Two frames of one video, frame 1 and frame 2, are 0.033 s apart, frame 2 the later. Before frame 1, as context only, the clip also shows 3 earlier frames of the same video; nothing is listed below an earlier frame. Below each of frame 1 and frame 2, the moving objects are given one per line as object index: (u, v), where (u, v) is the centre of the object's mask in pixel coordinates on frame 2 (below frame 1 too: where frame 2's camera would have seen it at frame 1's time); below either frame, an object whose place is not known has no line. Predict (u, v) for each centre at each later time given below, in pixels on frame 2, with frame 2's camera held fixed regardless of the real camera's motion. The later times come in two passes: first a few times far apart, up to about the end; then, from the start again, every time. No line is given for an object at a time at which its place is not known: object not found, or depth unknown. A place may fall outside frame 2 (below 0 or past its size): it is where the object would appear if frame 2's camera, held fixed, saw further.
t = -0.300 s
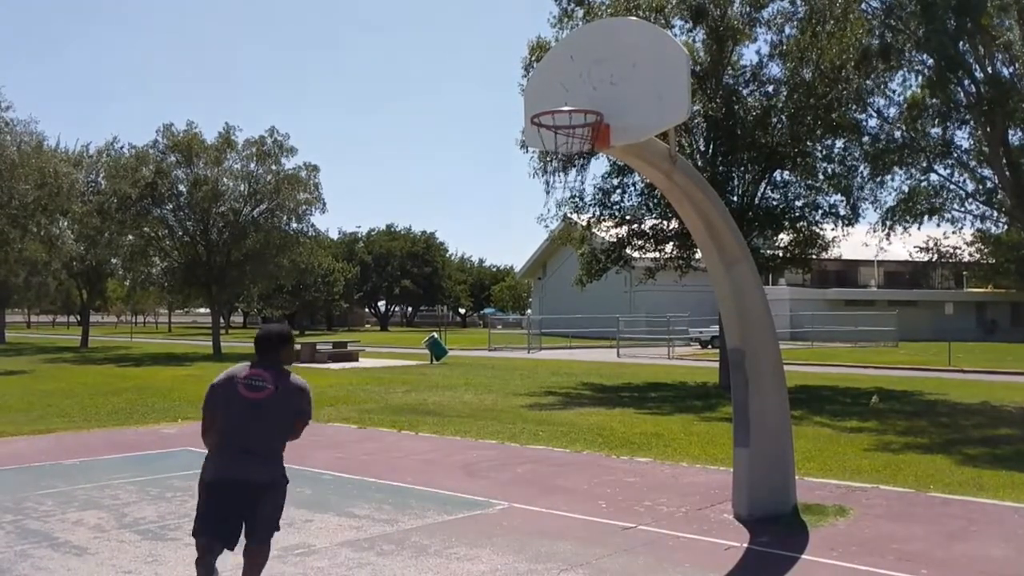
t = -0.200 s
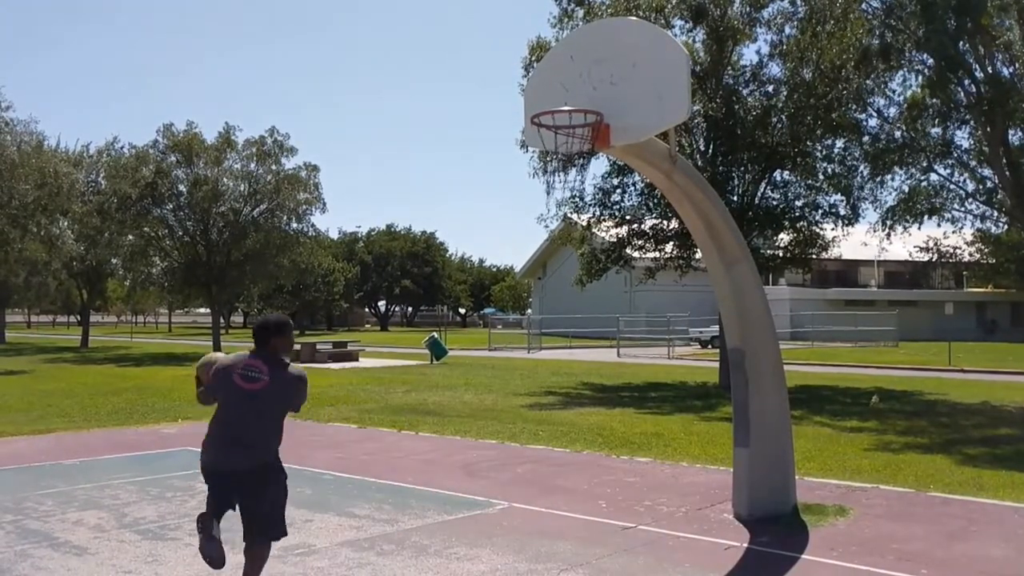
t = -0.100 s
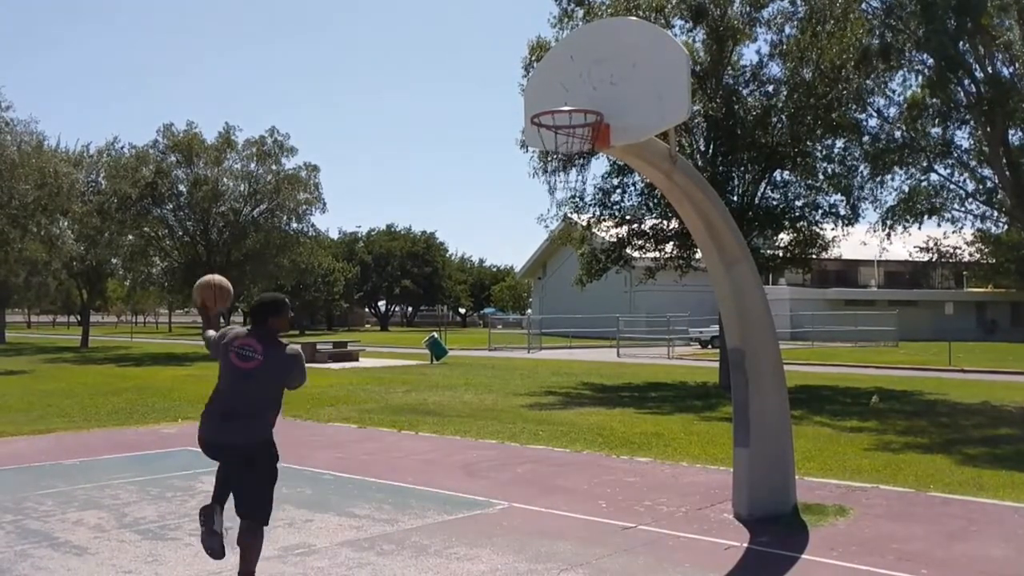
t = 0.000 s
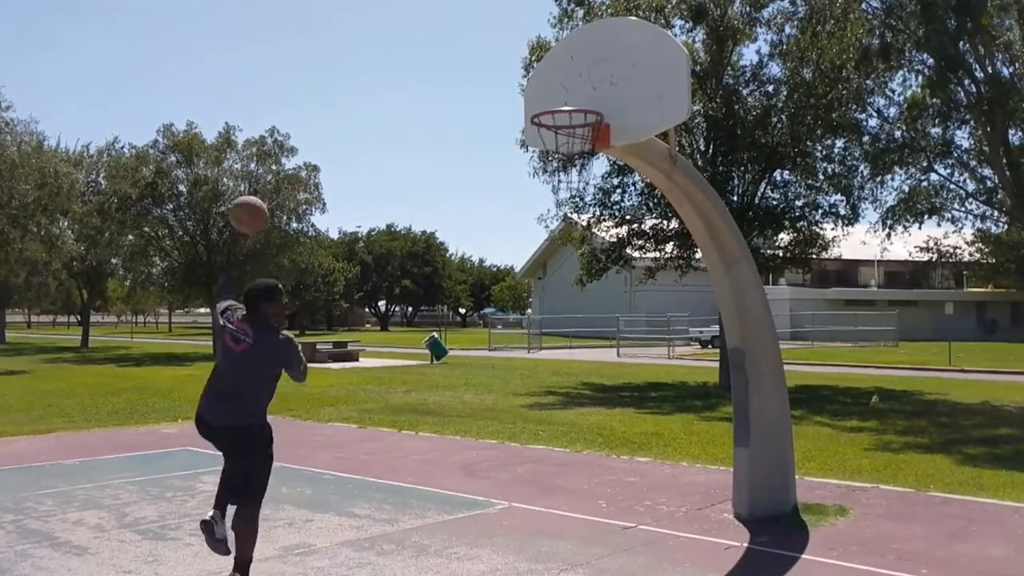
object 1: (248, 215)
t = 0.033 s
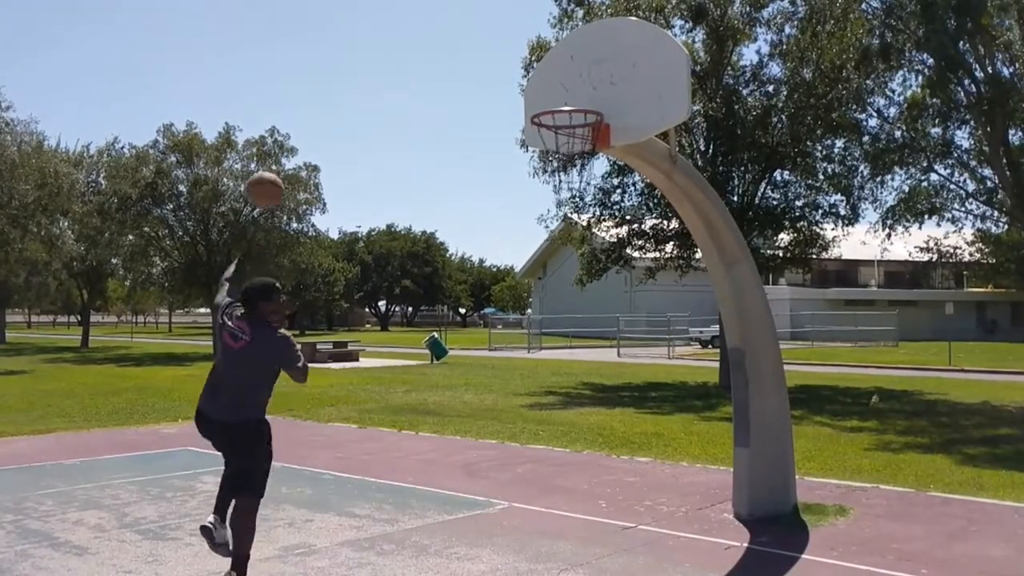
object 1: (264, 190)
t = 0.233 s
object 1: (360, 86)
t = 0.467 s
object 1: (464, 42)
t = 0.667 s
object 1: (548, 65)
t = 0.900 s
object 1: (571, 132)
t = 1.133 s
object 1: (567, 157)
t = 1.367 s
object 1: (571, 209)
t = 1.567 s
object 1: (578, 304)
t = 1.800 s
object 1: (585, 486)
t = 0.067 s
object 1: (281, 168)
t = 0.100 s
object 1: (298, 149)
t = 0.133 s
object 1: (314, 130)
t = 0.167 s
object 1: (329, 114)
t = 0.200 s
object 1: (345, 99)
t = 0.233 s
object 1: (360, 86)
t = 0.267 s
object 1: (375, 75)
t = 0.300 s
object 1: (390, 65)
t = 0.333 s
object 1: (405, 58)
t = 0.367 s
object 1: (420, 51)
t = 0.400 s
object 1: (435, 47)
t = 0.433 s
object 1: (450, 43)
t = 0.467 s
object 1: (464, 42)
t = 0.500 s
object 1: (479, 42)
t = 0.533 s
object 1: (493, 44)
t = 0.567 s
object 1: (507, 47)
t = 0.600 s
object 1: (520, 52)
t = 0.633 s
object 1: (534, 58)
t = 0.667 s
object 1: (548, 65)
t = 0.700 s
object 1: (561, 75)
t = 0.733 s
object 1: (573, 85)
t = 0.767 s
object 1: (573, 90)
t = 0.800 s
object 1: (573, 95)
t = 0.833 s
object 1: (573, 108)
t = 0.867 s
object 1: (571, 118)
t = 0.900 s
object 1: (571, 132)
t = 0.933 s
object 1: (570, 136)
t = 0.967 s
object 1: (569, 138)
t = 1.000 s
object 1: (568, 142)
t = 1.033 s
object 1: (567, 144)
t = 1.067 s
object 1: (567, 147)
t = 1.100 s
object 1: (567, 151)
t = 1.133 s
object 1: (567, 157)
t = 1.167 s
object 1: (567, 162)
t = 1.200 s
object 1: (567, 168)
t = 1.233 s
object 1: (568, 174)
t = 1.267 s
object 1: (569, 181)
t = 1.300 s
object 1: (569, 188)
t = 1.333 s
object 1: (570, 198)
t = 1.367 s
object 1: (571, 209)
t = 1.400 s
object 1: (573, 221)
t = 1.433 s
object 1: (574, 234)
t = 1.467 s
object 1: (573, 249)
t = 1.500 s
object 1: (576, 267)
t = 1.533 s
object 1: (577, 285)
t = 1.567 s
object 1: (578, 304)
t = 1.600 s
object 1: (580, 324)
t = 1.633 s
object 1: (581, 348)
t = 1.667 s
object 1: (582, 375)
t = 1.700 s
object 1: (582, 399)
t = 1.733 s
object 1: (583, 426)
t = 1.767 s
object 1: (584, 455)
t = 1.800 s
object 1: (585, 486)
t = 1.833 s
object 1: (586, 518)
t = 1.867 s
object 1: (587, 551)
